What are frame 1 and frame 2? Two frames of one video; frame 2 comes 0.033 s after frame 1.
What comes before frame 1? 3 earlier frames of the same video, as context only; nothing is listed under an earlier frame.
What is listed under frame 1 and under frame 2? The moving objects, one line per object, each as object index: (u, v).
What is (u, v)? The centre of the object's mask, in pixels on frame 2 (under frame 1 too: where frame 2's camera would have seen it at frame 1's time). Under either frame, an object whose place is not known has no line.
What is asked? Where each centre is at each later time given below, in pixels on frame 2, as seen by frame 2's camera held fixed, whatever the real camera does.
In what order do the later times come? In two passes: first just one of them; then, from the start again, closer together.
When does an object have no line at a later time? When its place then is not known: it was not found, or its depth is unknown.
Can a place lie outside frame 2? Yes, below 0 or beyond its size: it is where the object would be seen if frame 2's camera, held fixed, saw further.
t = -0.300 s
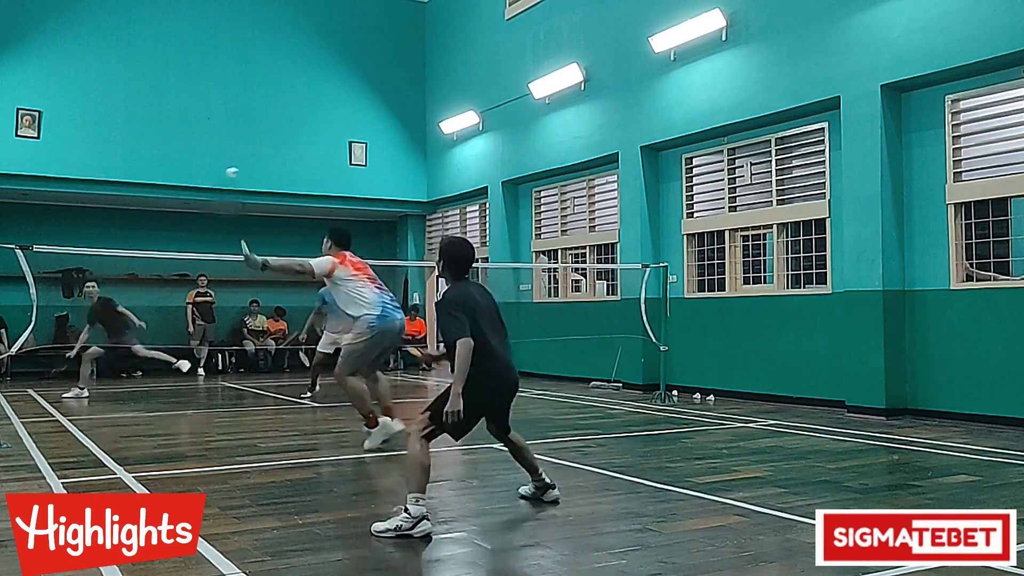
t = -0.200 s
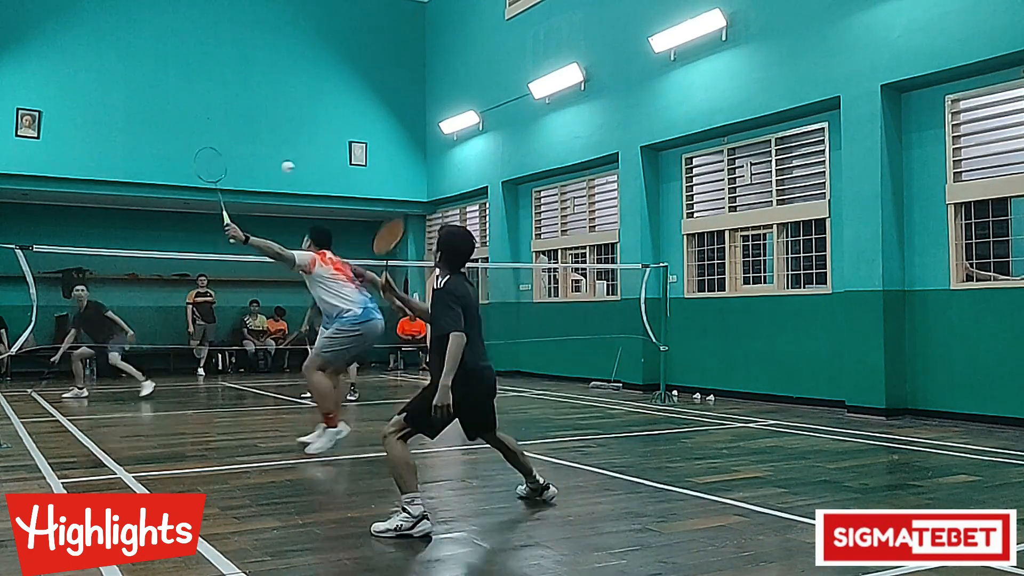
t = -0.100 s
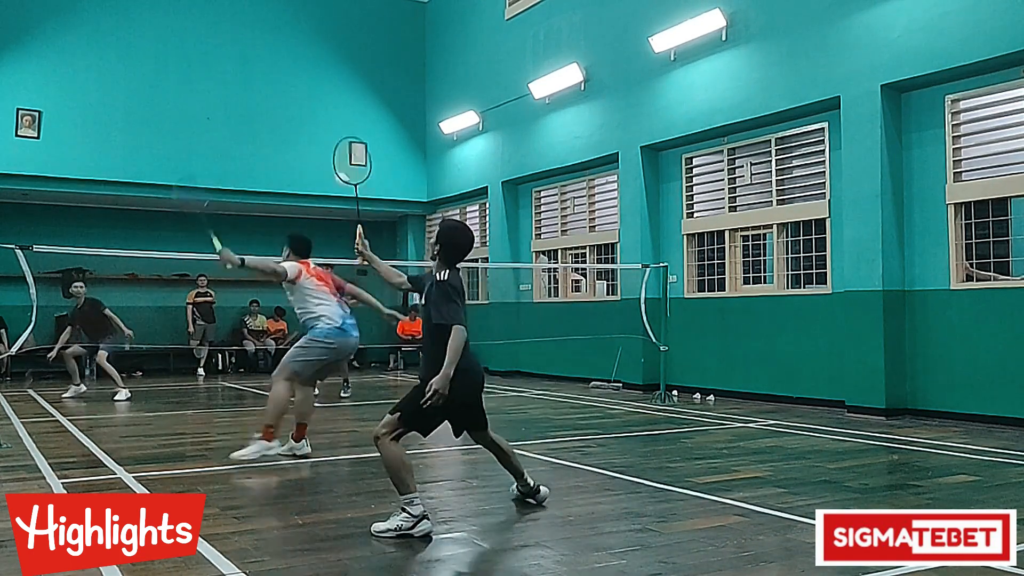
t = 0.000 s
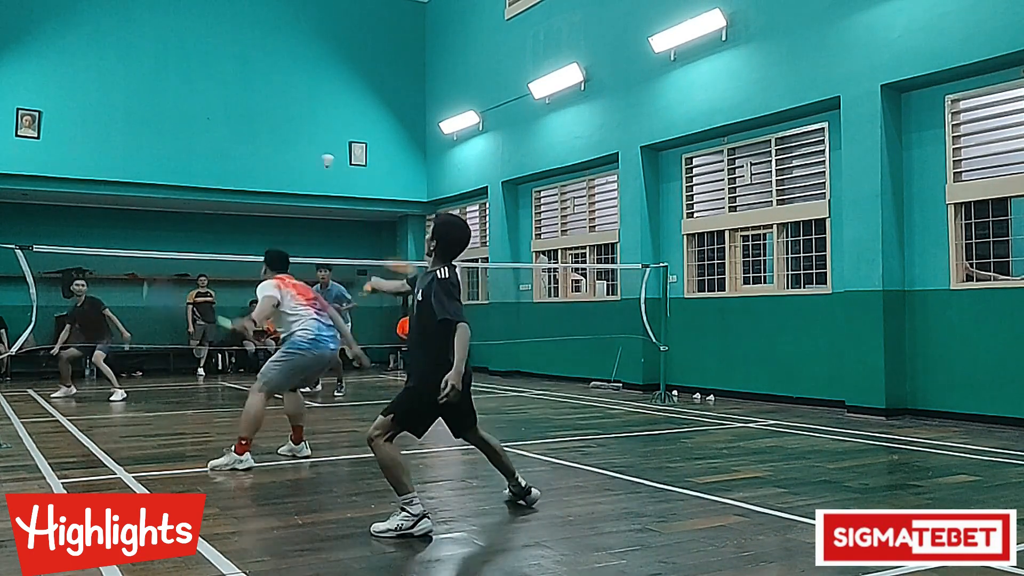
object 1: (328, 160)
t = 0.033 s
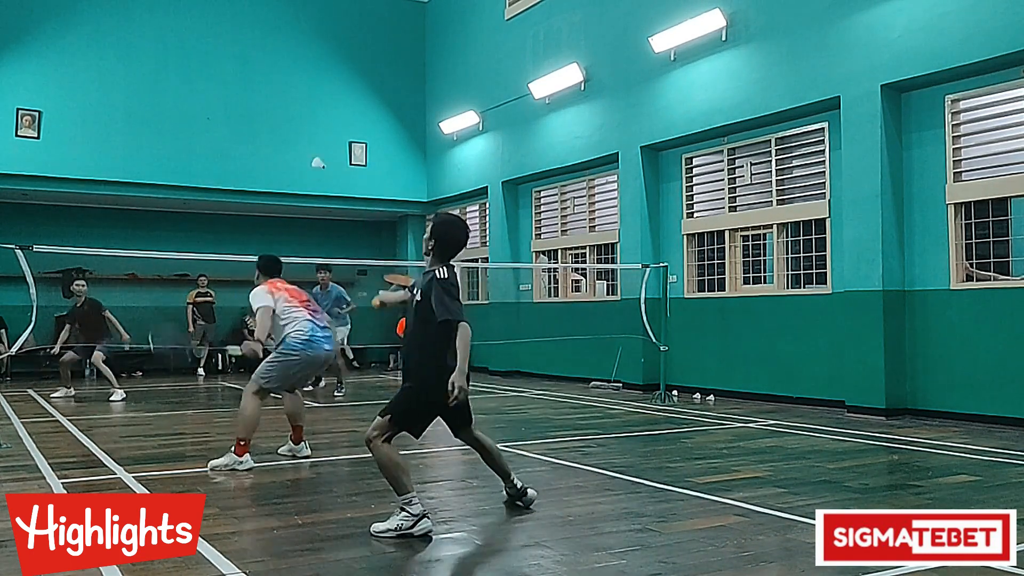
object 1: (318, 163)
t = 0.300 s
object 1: (295, 208)
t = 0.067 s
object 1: (314, 169)
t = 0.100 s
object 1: (315, 173)
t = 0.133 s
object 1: (314, 175)
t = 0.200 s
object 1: (305, 181)
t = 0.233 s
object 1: (300, 188)
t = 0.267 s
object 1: (296, 198)
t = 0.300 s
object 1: (295, 208)
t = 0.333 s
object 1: (295, 217)
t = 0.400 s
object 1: (294, 235)
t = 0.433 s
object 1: (293, 245)
